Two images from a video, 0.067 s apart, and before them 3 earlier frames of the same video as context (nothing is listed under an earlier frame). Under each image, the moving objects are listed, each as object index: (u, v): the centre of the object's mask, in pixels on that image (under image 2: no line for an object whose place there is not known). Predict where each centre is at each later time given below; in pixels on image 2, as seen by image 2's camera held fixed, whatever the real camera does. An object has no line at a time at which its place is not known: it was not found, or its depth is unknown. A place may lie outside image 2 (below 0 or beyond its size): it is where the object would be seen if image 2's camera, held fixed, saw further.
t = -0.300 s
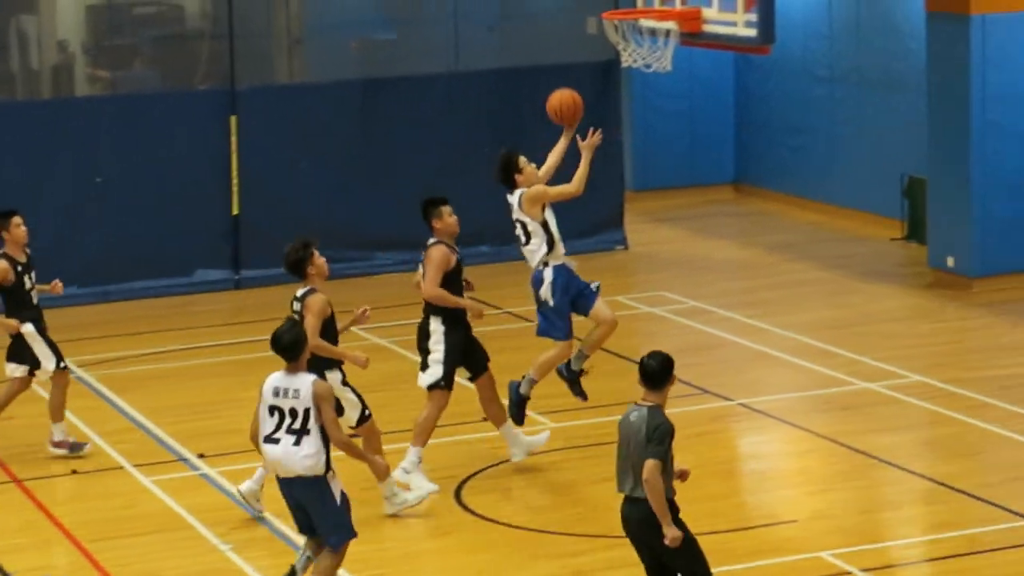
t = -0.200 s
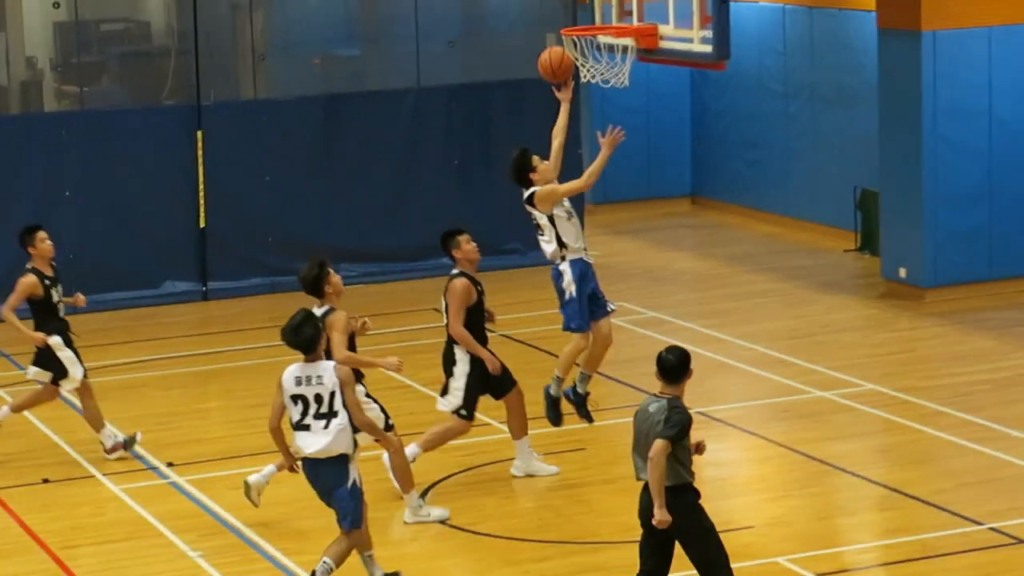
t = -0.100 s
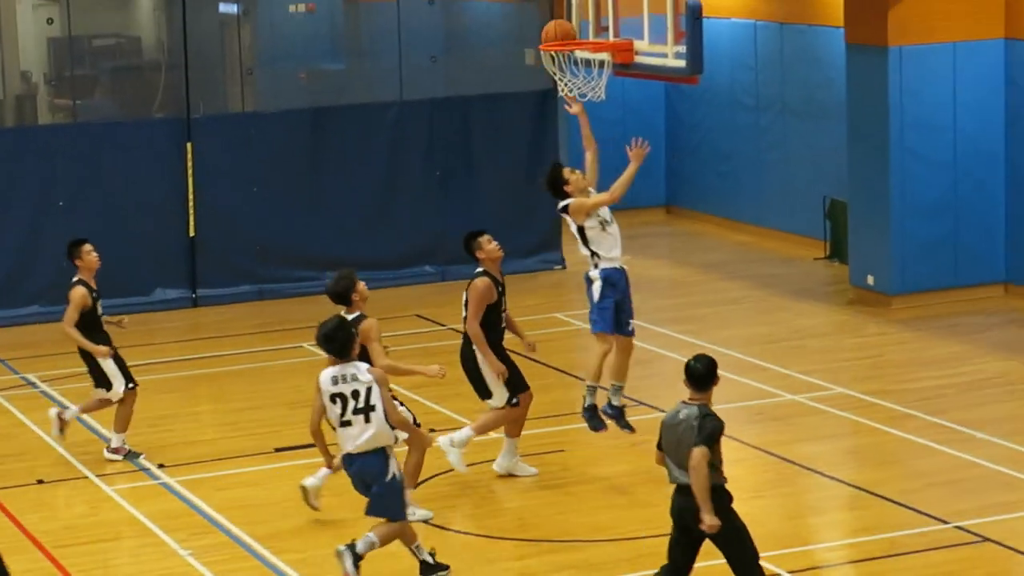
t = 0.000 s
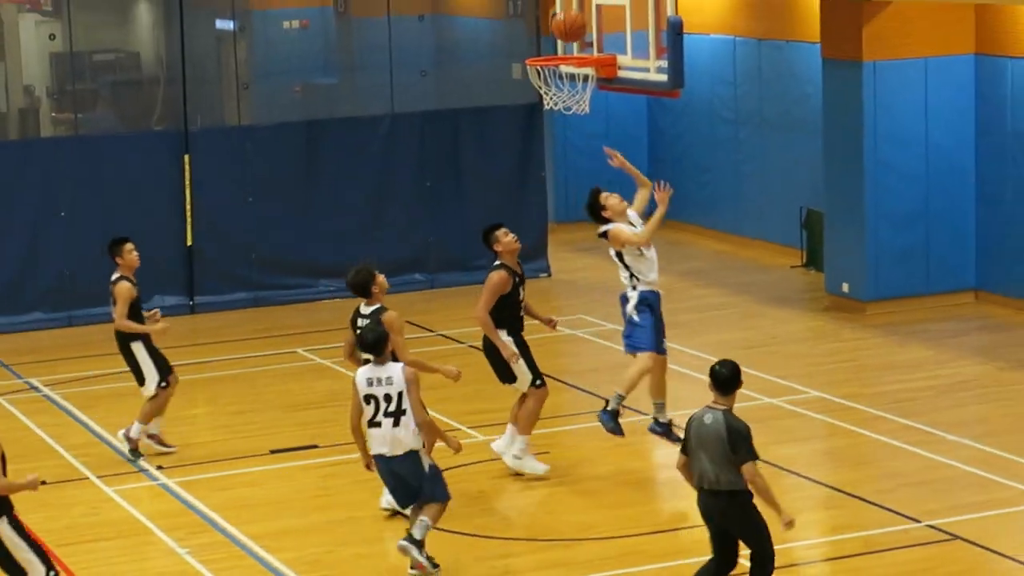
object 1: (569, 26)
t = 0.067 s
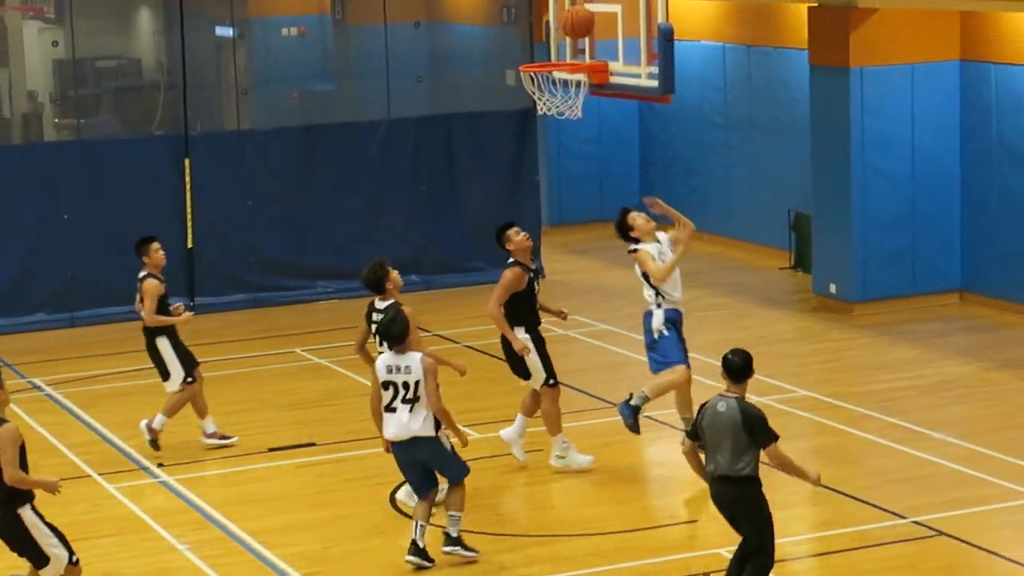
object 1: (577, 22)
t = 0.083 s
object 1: (576, 20)
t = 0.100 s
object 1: (575, 19)
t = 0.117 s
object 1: (575, 18)
